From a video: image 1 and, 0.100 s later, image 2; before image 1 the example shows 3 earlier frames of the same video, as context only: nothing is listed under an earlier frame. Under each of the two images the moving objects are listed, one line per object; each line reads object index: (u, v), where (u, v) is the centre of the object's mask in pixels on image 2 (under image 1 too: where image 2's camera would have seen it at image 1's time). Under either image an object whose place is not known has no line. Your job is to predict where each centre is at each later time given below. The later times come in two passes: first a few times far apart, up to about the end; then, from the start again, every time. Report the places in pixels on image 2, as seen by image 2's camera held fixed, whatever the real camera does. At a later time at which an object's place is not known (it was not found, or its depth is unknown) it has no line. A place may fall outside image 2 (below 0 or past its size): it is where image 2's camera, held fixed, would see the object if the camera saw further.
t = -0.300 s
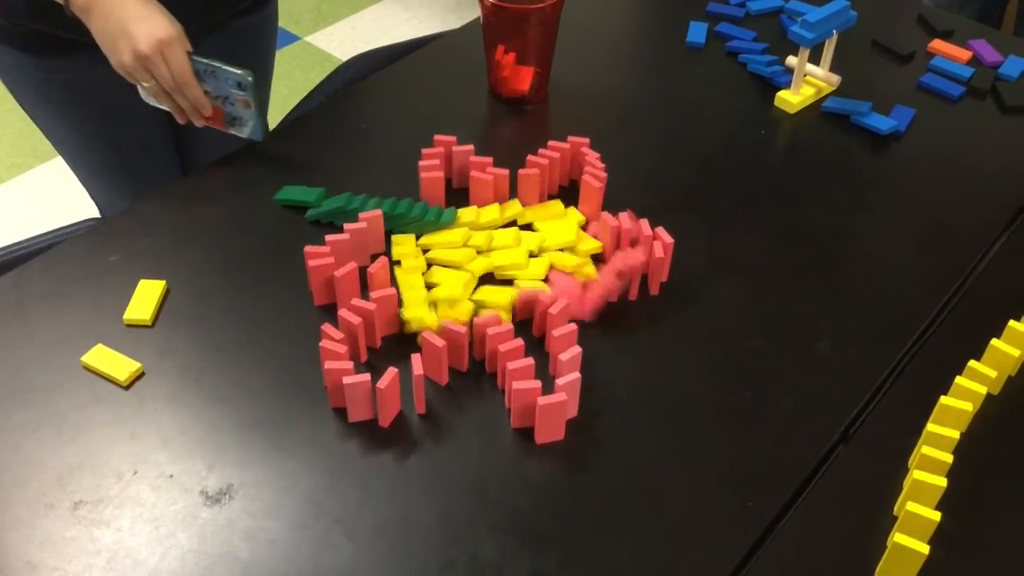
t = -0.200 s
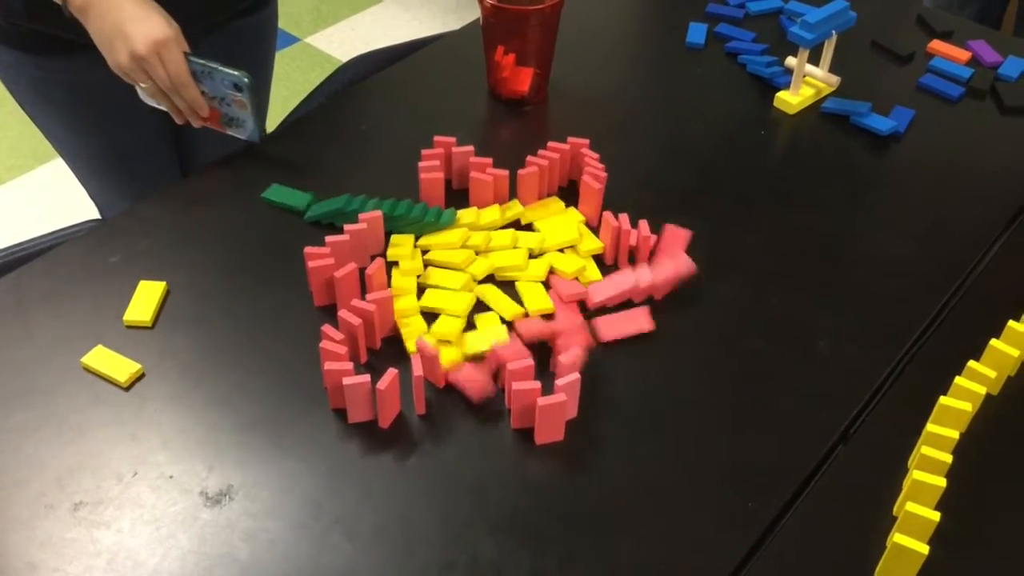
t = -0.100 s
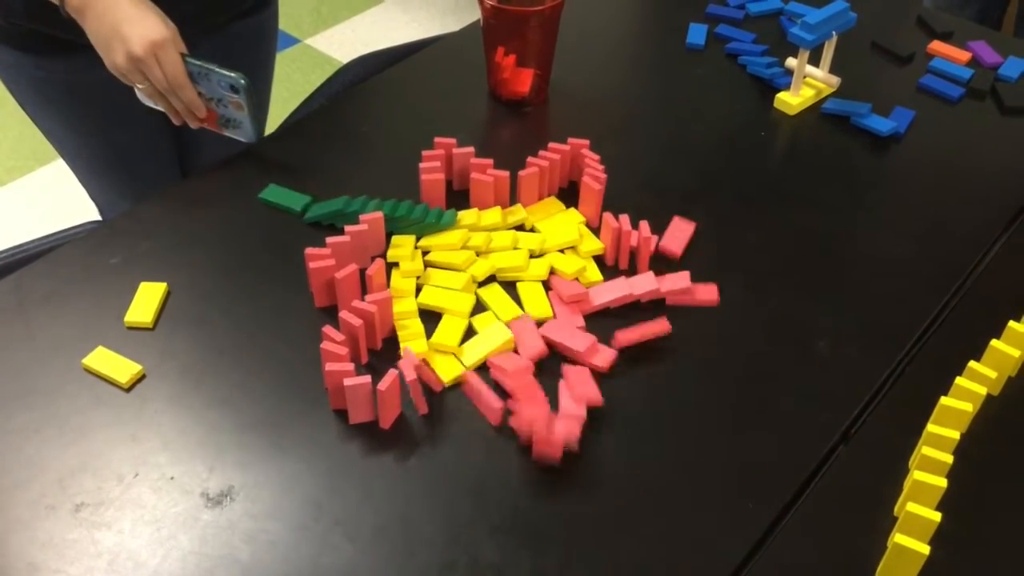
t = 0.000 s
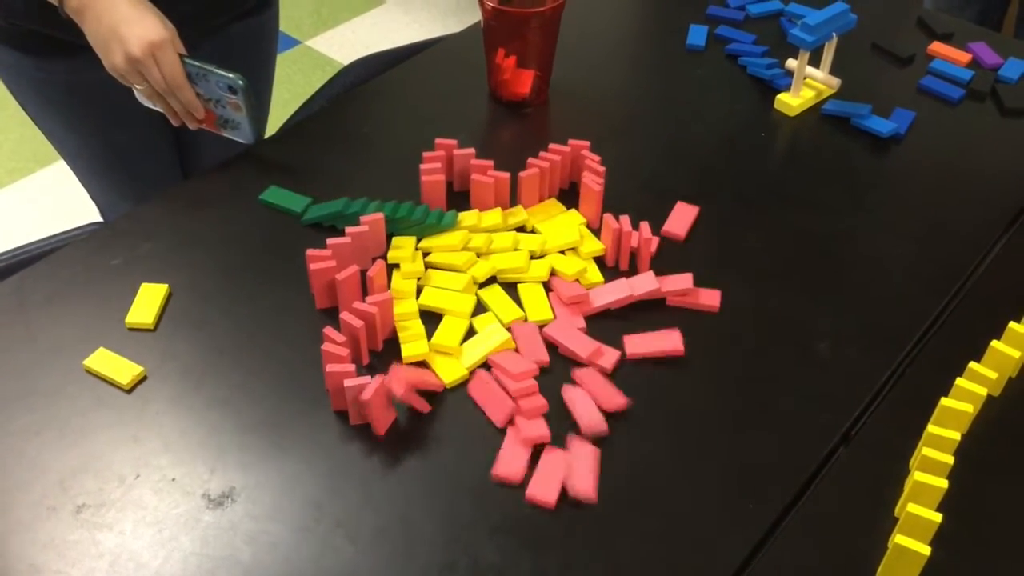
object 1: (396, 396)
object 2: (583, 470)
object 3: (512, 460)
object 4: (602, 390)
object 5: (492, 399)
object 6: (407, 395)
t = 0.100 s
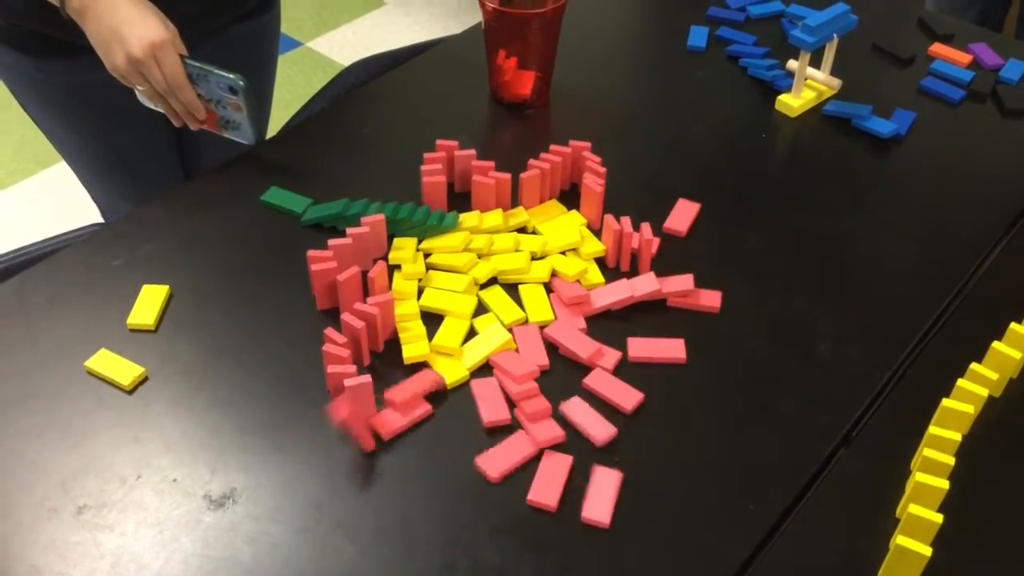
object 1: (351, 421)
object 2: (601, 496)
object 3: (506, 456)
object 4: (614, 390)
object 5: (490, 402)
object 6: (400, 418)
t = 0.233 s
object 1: (324, 460)
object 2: (607, 505)
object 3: (504, 454)
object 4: (614, 391)
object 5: (488, 405)
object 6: (400, 417)
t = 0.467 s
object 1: (318, 470)
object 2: (604, 505)
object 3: (502, 454)
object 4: (612, 391)
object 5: (486, 405)
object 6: (398, 417)
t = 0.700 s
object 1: (315, 470)
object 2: (602, 505)
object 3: (499, 455)
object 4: (610, 391)
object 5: (484, 405)
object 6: (396, 417)
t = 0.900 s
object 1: (315, 471)
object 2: (601, 506)
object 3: (499, 455)
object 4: (610, 392)
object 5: (484, 406)
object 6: (396, 417)
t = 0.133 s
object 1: (338, 434)
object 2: (605, 501)
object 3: (505, 455)
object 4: (614, 391)
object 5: (489, 403)
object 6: (401, 417)
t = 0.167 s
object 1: (331, 452)
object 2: (606, 504)
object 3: (504, 454)
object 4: (614, 391)
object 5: (488, 404)
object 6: (400, 417)
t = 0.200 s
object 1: (328, 456)
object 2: (607, 505)
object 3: (504, 454)
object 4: (614, 391)
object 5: (488, 405)
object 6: (401, 417)
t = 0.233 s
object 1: (324, 460)
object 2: (607, 505)
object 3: (504, 454)
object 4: (614, 391)
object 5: (488, 405)
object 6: (400, 417)
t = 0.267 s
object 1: (321, 465)
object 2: (607, 505)
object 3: (504, 454)
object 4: (613, 391)
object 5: (488, 405)
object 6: (400, 417)
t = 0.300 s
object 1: (320, 468)
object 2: (606, 505)
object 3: (503, 454)
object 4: (613, 391)
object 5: (487, 405)
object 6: (400, 417)
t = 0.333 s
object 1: (319, 469)
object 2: (606, 505)
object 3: (503, 454)
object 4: (613, 391)
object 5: (487, 405)
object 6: (399, 417)
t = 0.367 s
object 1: (319, 470)
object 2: (605, 505)
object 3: (503, 454)
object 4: (612, 391)
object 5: (487, 405)
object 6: (399, 417)
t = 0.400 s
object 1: (319, 470)
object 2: (605, 505)
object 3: (502, 454)
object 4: (612, 391)
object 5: (486, 405)
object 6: (399, 417)
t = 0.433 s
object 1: (318, 470)
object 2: (605, 505)
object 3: (502, 454)
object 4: (612, 391)
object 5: (486, 405)
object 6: (398, 417)
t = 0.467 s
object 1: (318, 470)
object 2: (604, 505)
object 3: (502, 454)
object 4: (612, 391)
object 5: (486, 405)
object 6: (398, 417)
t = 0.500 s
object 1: (318, 470)
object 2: (604, 505)
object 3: (502, 454)
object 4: (611, 391)
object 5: (485, 405)
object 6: (398, 417)
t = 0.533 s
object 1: (317, 470)
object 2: (604, 505)
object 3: (501, 455)
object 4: (611, 391)
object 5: (485, 405)
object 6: (397, 417)
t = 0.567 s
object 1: (317, 470)
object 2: (603, 505)
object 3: (501, 455)
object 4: (611, 391)
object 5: (485, 405)
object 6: (397, 417)
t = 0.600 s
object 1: (316, 470)
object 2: (603, 505)
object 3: (500, 455)
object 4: (610, 391)
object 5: (484, 405)
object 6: (397, 417)
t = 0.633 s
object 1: (316, 470)
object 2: (603, 505)
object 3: (500, 455)
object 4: (610, 391)
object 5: (484, 405)
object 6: (396, 417)
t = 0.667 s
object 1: (316, 470)
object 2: (602, 505)
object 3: (500, 455)
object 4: (610, 391)
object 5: (484, 405)
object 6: (396, 417)
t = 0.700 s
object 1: (315, 470)
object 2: (602, 505)
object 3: (499, 455)
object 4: (610, 391)
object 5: (484, 405)
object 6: (396, 417)
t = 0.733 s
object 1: (315, 470)
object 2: (602, 505)
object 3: (499, 455)
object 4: (610, 391)
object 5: (483, 405)
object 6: (396, 417)
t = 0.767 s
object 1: (315, 470)
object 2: (602, 505)
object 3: (499, 455)
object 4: (610, 391)
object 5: (483, 405)
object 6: (396, 417)
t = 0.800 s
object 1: (315, 470)
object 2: (602, 505)
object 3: (499, 455)
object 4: (609, 391)
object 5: (483, 405)
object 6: (395, 417)
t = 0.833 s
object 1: (315, 470)
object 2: (601, 505)
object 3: (499, 455)
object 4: (610, 391)
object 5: (483, 405)
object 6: (396, 417)
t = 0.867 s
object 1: (315, 470)
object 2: (601, 505)
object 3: (499, 455)
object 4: (610, 391)
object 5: (484, 406)
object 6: (396, 417)
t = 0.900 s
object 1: (315, 471)
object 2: (601, 506)
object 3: (499, 455)
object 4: (610, 392)
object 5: (484, 406)
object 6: (396, 417)
